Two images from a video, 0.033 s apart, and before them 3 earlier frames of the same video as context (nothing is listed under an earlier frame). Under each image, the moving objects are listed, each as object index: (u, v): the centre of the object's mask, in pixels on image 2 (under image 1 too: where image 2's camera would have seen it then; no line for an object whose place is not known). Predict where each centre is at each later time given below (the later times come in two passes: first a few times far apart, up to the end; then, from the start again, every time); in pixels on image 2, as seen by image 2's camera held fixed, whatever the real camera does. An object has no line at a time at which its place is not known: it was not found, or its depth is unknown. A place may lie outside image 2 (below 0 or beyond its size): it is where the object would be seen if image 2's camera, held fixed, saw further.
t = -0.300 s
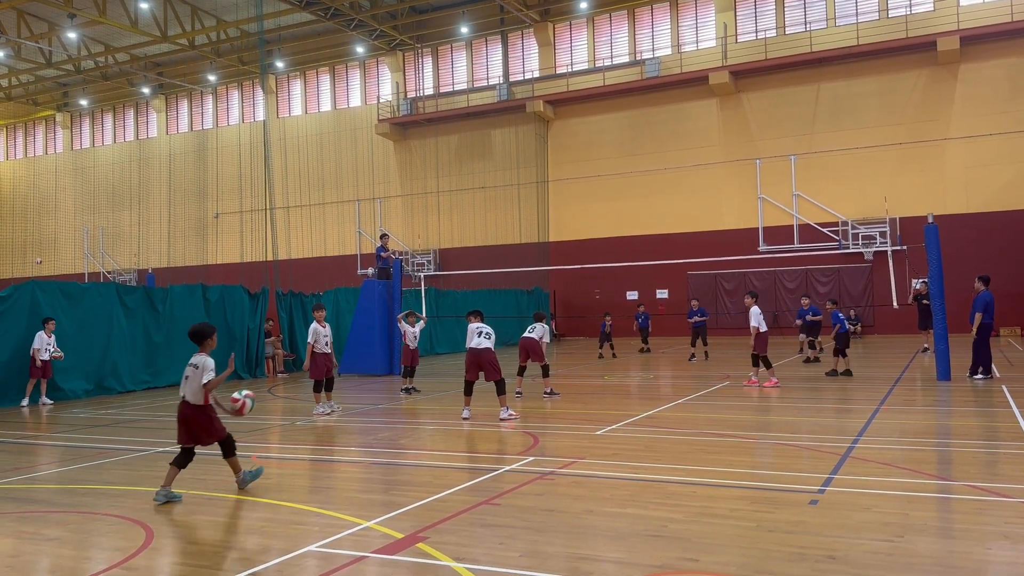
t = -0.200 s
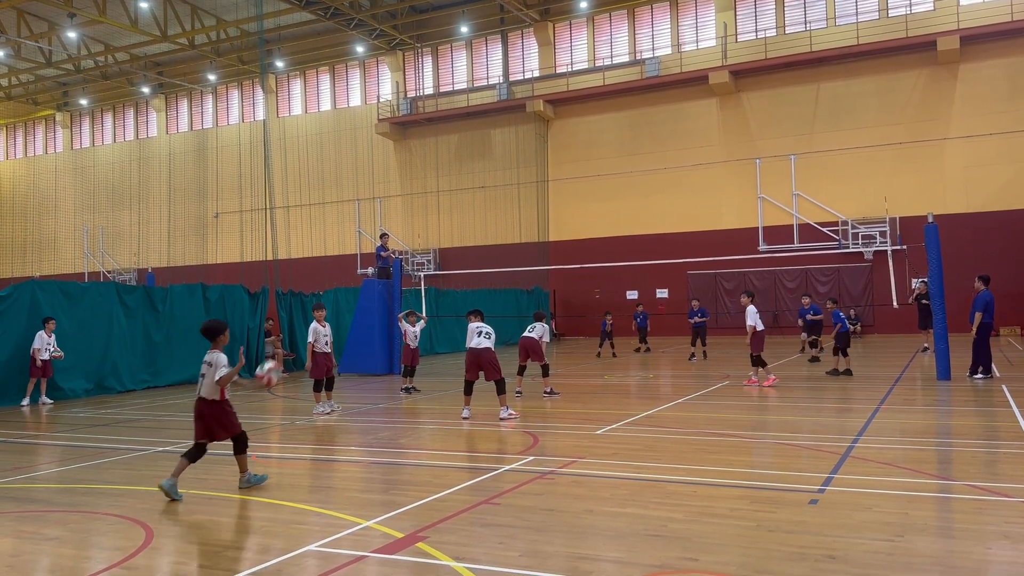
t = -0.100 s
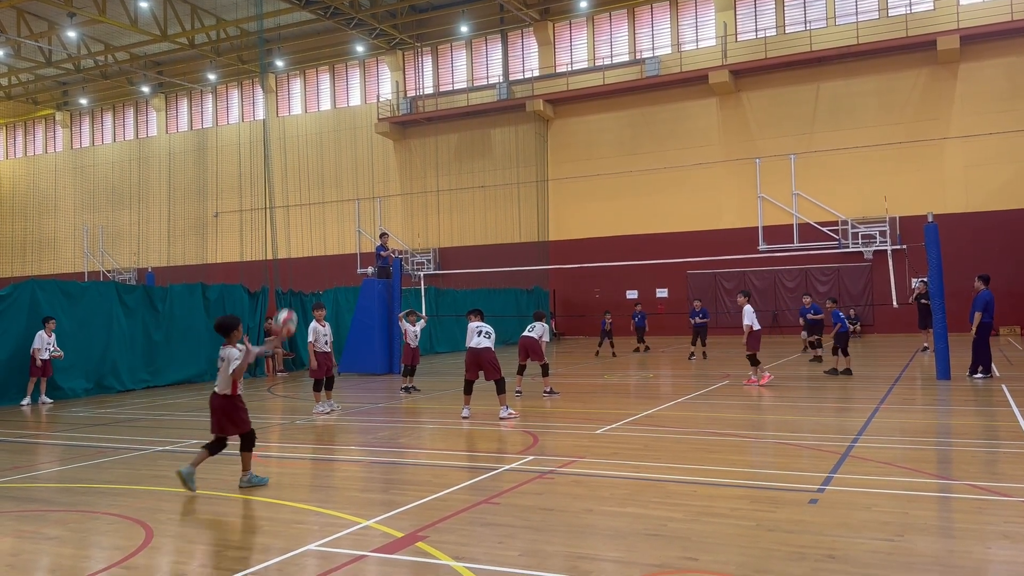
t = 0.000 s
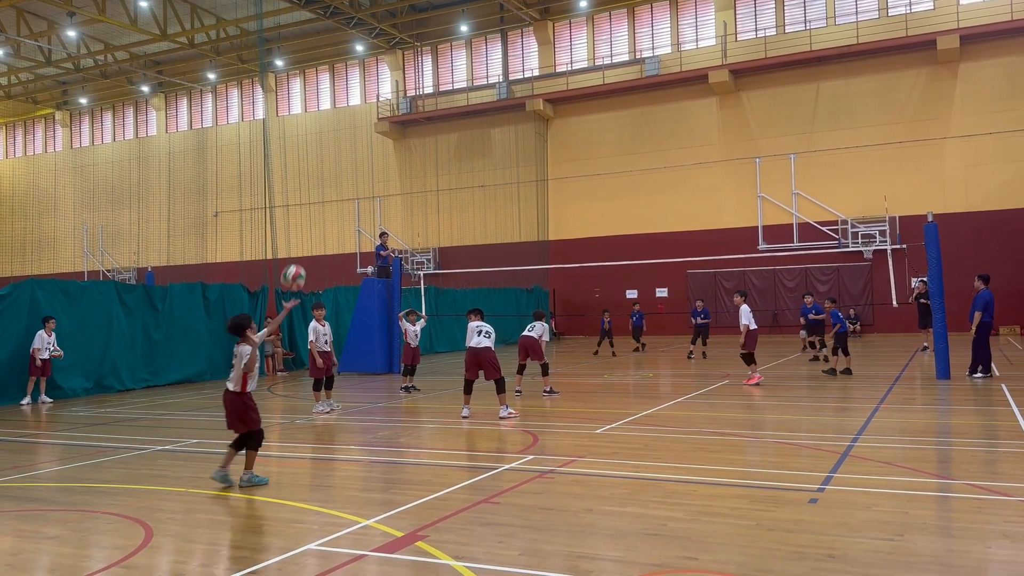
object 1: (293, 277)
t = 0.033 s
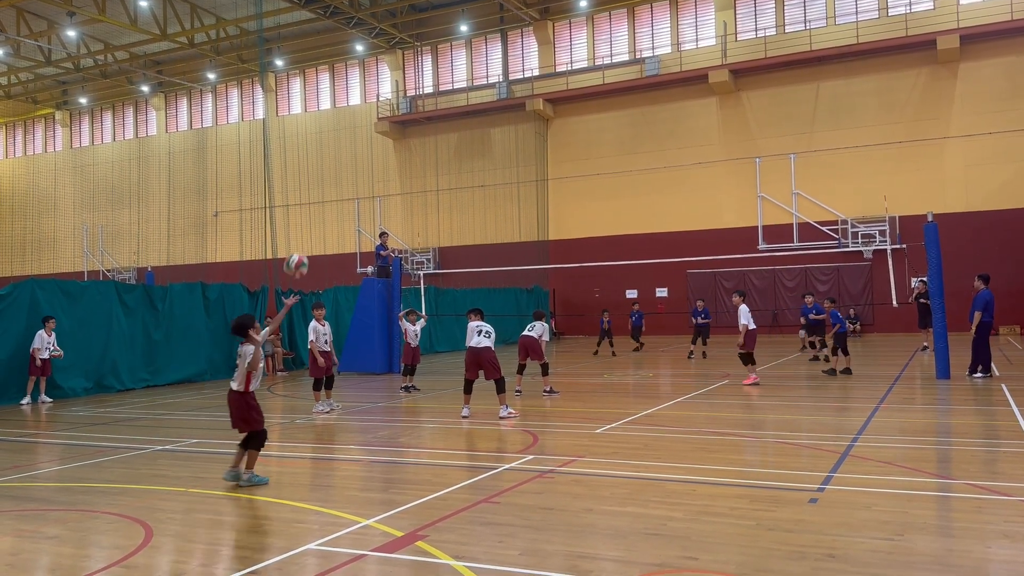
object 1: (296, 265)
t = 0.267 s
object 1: (316, 219)
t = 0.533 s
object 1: (339, 241)
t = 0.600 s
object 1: (345, 259)
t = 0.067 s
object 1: (299, 255)
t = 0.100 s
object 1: (302, 246)
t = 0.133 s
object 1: (305, 237)
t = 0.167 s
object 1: (307, 231)
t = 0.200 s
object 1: (311, 225)
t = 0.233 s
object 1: (313, 221)
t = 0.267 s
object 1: (316, 219)
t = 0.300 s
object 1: (319, 218)
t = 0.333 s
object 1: (321, 217)
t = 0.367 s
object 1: (324, 218)
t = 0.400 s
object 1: (327, 220)
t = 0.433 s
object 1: (330, 224)
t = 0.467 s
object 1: (333, 228)
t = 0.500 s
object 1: (336, 234)
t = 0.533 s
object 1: (339, 241)
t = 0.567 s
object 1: (342, 250)
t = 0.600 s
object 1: (345, 259)
